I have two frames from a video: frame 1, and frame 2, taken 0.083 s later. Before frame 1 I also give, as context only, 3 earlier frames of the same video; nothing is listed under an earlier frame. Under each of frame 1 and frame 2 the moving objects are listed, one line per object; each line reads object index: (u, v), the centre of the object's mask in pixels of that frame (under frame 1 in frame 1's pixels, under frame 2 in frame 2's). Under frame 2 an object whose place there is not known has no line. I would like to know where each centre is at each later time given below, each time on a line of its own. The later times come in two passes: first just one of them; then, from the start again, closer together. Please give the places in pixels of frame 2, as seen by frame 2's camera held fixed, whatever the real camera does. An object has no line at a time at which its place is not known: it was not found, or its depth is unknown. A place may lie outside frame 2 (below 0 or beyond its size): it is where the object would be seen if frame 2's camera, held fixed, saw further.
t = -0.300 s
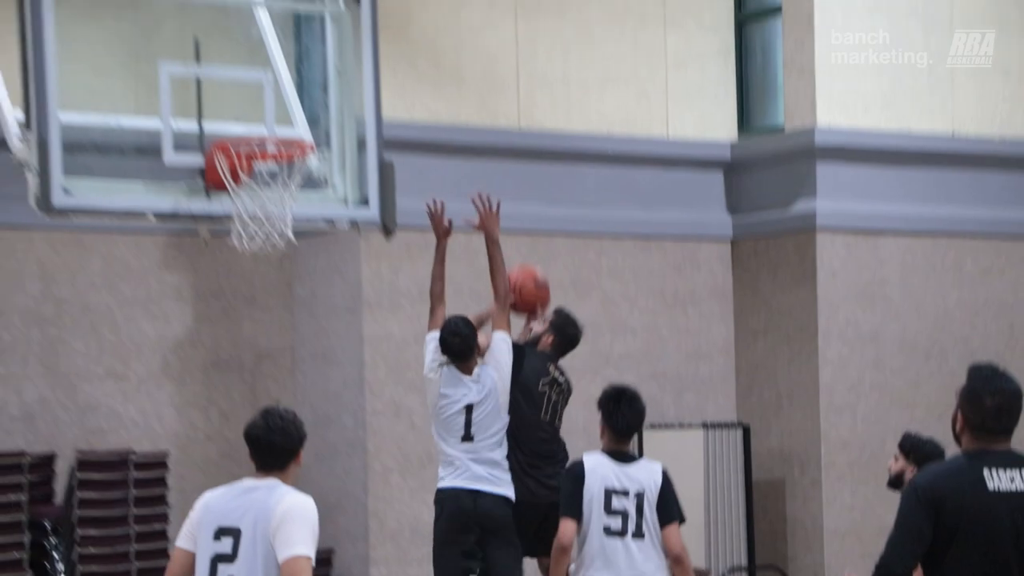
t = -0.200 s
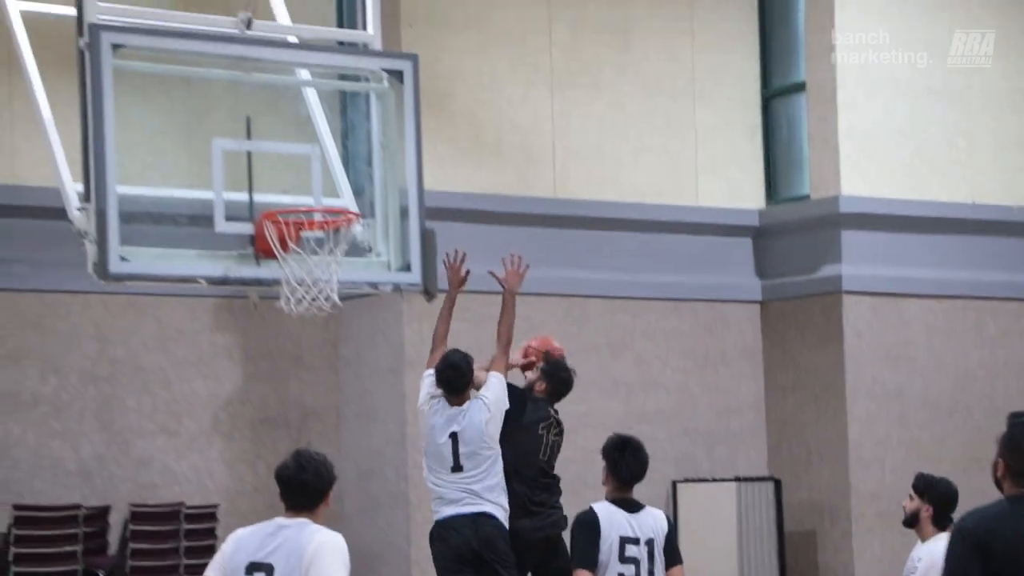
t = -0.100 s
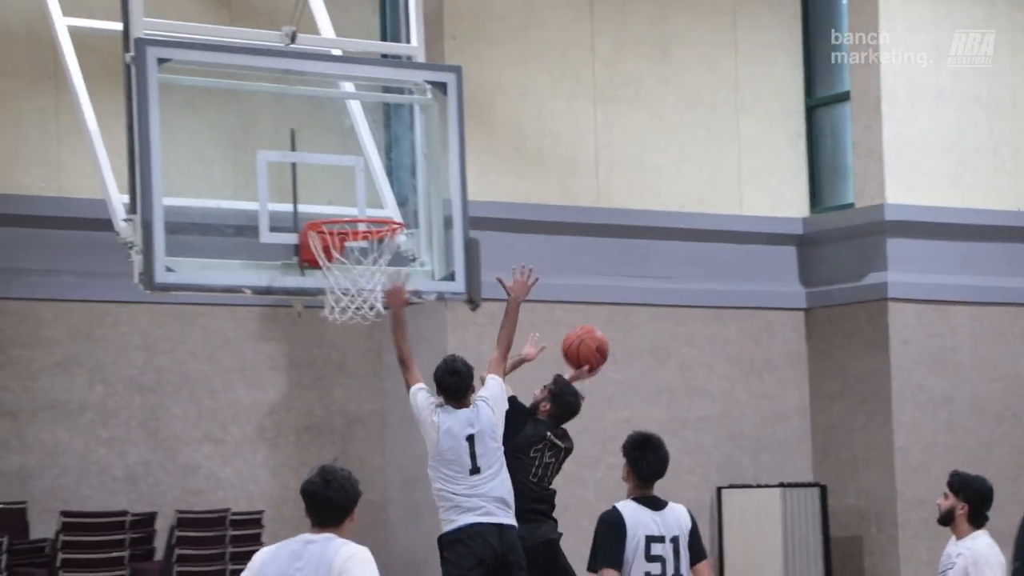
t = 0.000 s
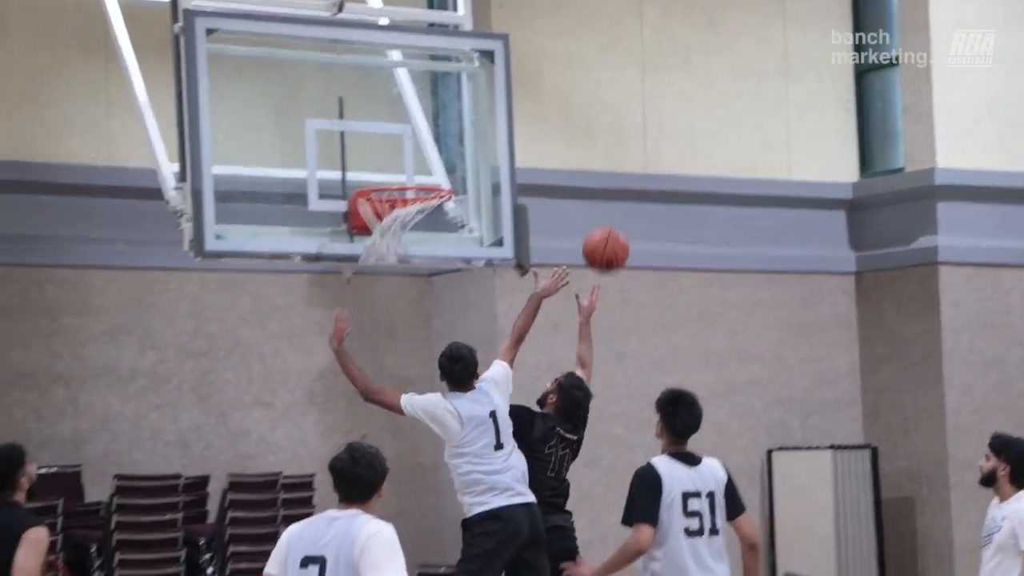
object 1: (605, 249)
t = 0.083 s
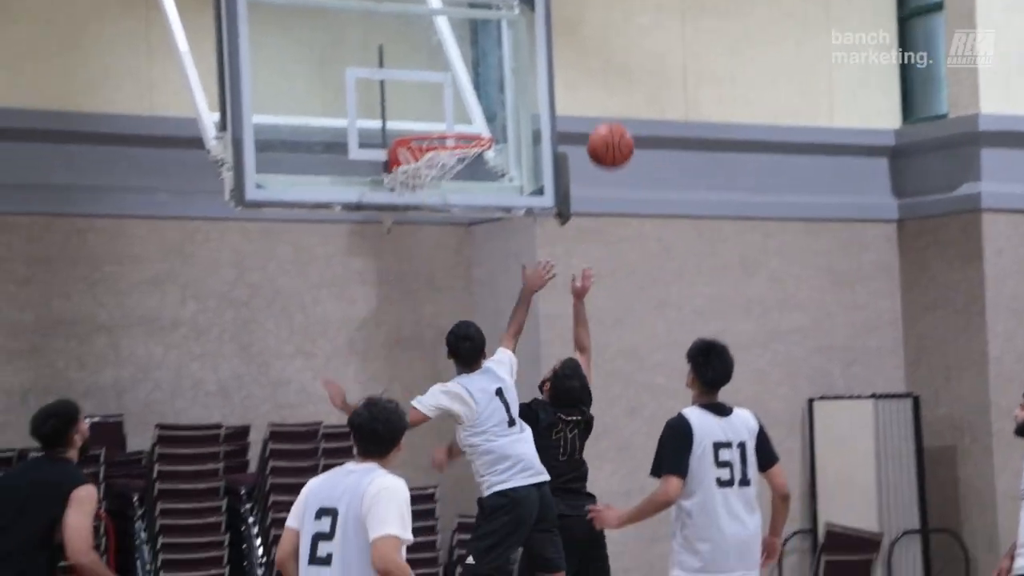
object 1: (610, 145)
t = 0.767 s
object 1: (433, 216)
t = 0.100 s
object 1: (603, 136)
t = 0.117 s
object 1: (595, 128)
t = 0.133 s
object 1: (588, 120)
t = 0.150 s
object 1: (581, 113)
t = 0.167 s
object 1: (574, 106)
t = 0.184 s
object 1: (567, 100)
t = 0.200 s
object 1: (560, 99)
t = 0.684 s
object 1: (442, 160)
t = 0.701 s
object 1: (438, 168)
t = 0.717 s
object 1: (437, 180)
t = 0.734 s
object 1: (435, 193)
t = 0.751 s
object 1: (434, 204)
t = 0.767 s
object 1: (433, 216)
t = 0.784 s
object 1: (432, 228)
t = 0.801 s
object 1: (431, 239)
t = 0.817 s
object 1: (431, 252)
